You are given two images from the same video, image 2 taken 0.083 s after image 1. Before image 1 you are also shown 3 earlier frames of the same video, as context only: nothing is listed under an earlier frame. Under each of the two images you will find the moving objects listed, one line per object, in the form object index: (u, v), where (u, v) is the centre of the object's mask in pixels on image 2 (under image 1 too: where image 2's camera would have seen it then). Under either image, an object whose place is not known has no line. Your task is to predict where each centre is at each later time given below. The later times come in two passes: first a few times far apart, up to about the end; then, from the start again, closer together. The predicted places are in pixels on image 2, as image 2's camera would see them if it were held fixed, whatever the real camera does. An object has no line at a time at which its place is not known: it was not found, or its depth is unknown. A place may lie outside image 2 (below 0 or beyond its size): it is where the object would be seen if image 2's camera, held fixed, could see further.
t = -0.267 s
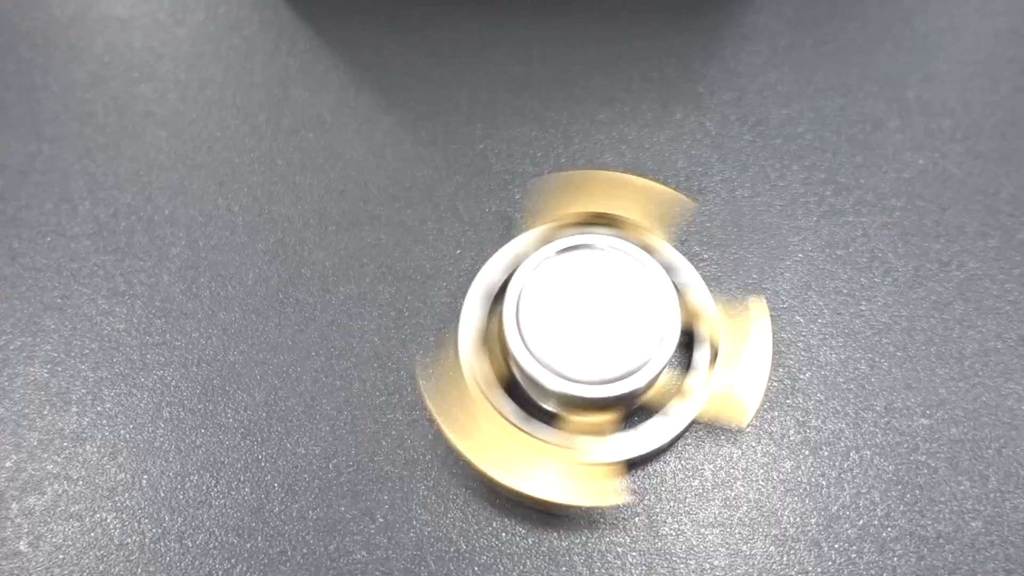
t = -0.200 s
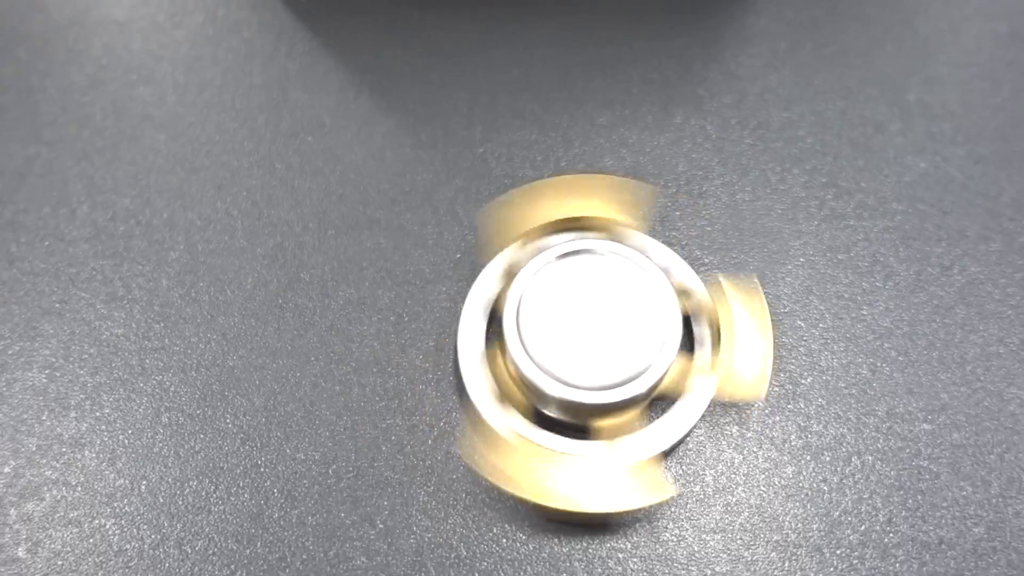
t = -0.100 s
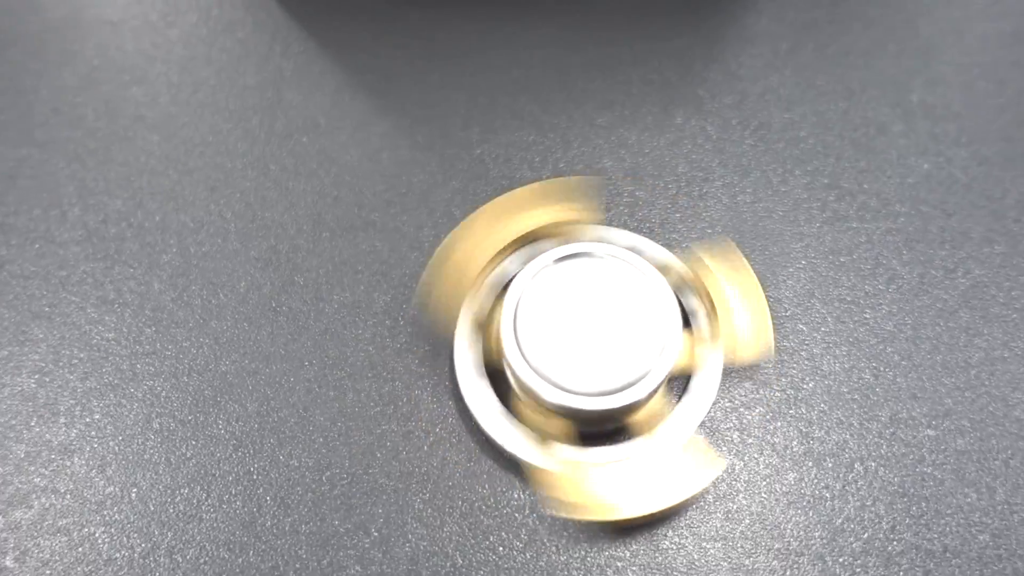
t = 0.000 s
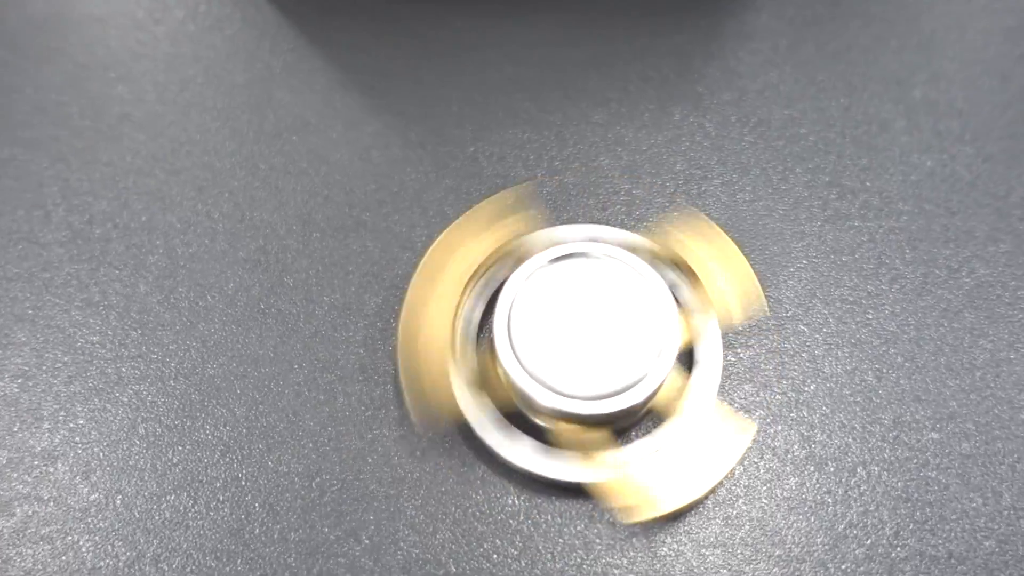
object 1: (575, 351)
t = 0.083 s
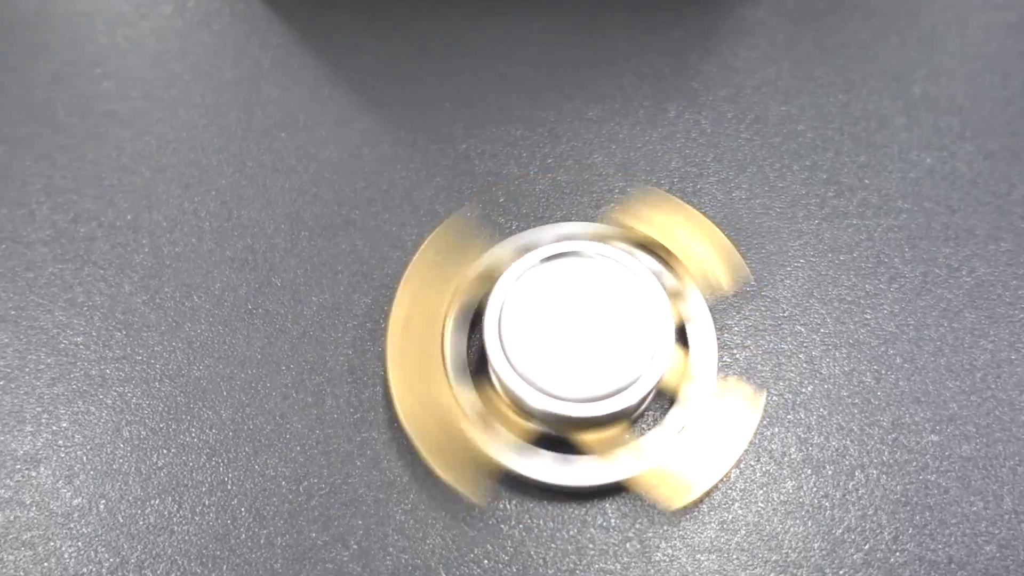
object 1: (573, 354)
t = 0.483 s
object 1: (583, 351)
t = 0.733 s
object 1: (573, 353)
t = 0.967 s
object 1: (575, 361)
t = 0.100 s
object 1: (572, 355)
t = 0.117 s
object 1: (572, 356)
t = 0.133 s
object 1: (573, 357)
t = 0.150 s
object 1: (574, 358)
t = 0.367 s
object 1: (585, 357)
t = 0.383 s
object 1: (584, 356)
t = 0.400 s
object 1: (585, 355)
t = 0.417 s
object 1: (585, 354)
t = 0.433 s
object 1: (584, 353)
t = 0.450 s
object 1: (585, 352)
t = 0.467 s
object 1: (584, 351)
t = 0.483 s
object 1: (583, 351)
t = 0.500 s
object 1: (583, 350)
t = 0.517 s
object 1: (582, 350)
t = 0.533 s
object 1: (581, 349)
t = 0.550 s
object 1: (581, 349)
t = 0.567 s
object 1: (580, 349)
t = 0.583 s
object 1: (579, 349)
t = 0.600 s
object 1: (578, 349)
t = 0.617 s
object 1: (576, 350)
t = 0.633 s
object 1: (576, 350)
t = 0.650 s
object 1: (575, 351)
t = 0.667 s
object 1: (574, 351)
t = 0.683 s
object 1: (574, 352)
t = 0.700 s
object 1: (574, 352)
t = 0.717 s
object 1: (573, 353)
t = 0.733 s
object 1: (573, 353)
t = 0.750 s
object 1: (573, 354)
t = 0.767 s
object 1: (572, 354)
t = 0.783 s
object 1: (573, 355)
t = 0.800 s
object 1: (573, 356)
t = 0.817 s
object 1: (572, 356)
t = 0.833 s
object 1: (573, 356)
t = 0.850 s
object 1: (573, 357)
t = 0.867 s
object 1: (572, 358)
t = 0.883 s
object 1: (573, 359)
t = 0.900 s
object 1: (573, 359)
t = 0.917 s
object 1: (573, 359)
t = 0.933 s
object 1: (574, 360)
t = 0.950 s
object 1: (575, 360)
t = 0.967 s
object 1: (575, 361)
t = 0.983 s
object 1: (576, 362)
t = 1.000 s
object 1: (577, 362)
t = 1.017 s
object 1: (578, 362)
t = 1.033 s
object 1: (579, 362)
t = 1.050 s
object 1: (581, 362)
